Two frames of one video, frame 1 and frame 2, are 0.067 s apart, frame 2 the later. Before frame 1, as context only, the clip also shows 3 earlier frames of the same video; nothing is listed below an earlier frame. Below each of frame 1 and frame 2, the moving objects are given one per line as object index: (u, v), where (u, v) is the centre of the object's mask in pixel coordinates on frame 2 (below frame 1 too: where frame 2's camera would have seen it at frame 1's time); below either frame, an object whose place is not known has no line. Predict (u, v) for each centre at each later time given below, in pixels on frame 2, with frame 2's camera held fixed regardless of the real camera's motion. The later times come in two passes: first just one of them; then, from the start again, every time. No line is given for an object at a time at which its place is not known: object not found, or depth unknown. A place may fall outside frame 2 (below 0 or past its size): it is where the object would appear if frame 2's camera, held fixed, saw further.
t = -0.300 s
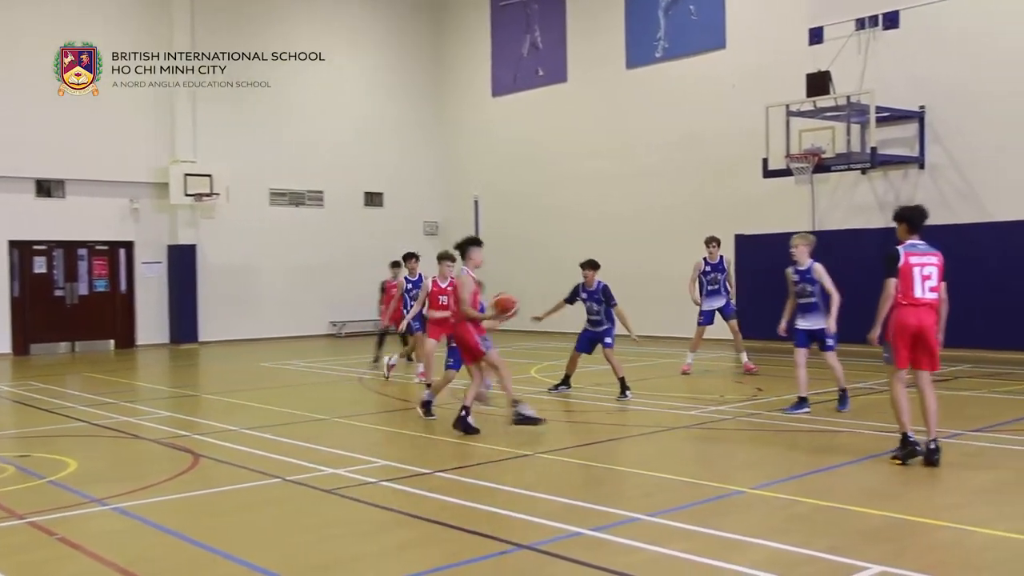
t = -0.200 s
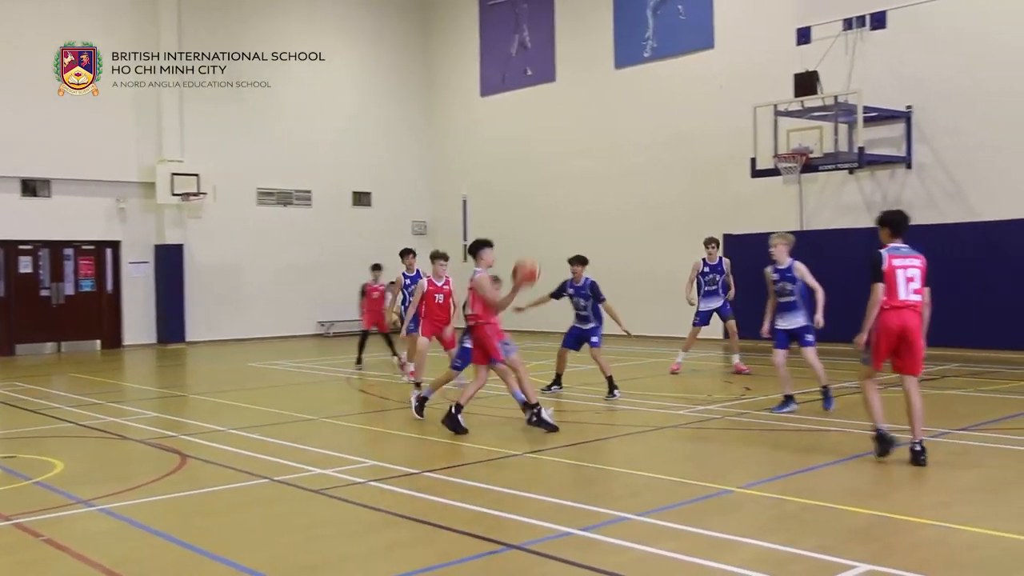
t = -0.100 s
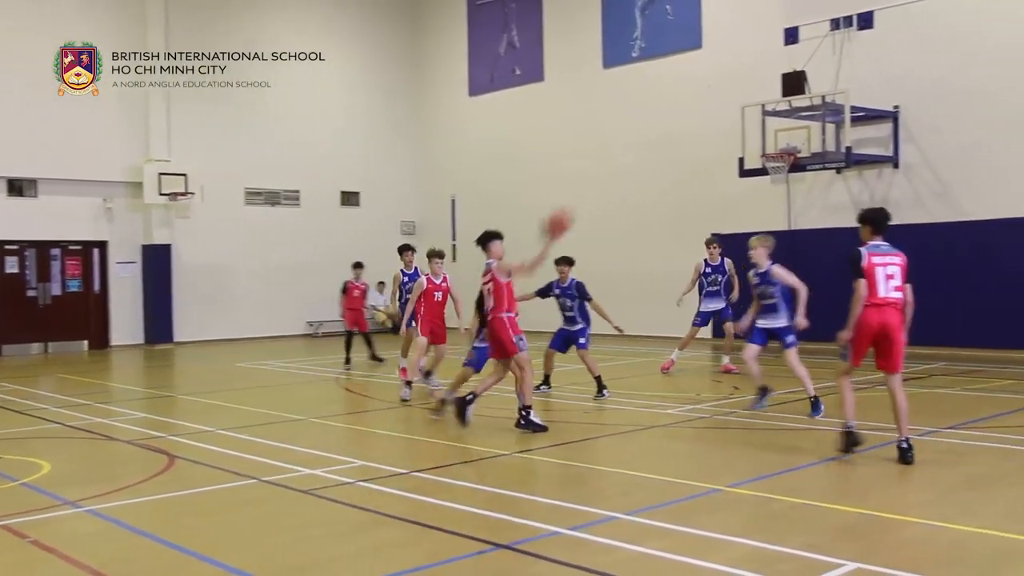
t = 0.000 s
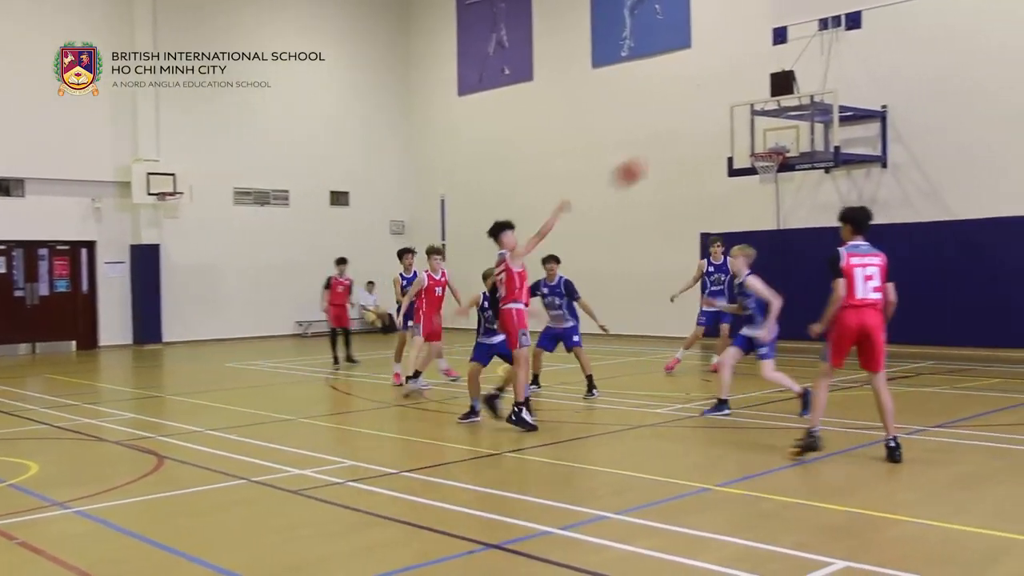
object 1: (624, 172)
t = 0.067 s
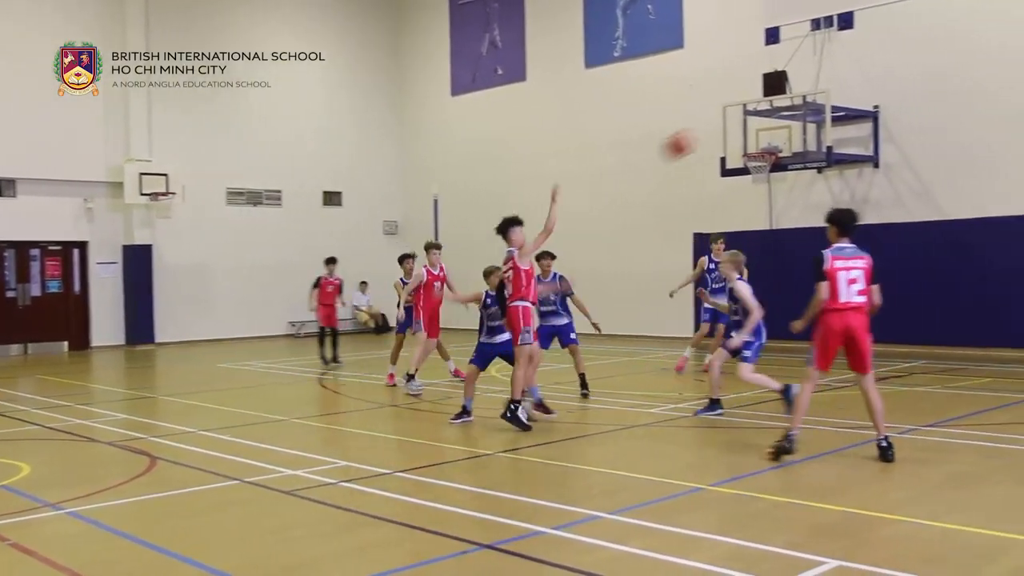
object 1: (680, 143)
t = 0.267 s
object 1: (844, 94)
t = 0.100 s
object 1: (706, 133)
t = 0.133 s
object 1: (736, 123)
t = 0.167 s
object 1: (764, 113)
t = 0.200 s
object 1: (790, 107)
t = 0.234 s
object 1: (814, 101)
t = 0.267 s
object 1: (844, 94)
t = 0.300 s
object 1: (870, 90)
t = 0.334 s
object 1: (896, 87)
